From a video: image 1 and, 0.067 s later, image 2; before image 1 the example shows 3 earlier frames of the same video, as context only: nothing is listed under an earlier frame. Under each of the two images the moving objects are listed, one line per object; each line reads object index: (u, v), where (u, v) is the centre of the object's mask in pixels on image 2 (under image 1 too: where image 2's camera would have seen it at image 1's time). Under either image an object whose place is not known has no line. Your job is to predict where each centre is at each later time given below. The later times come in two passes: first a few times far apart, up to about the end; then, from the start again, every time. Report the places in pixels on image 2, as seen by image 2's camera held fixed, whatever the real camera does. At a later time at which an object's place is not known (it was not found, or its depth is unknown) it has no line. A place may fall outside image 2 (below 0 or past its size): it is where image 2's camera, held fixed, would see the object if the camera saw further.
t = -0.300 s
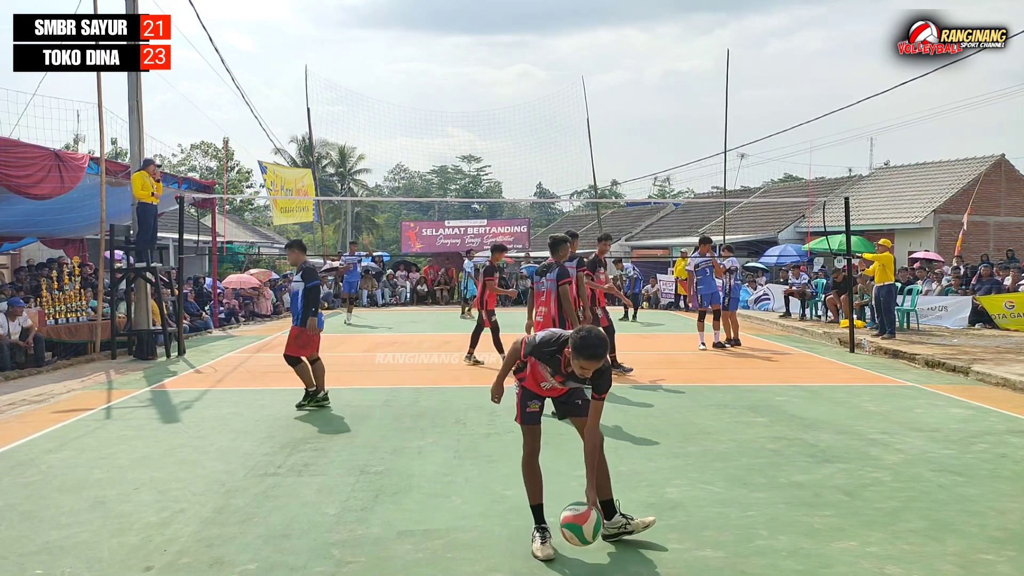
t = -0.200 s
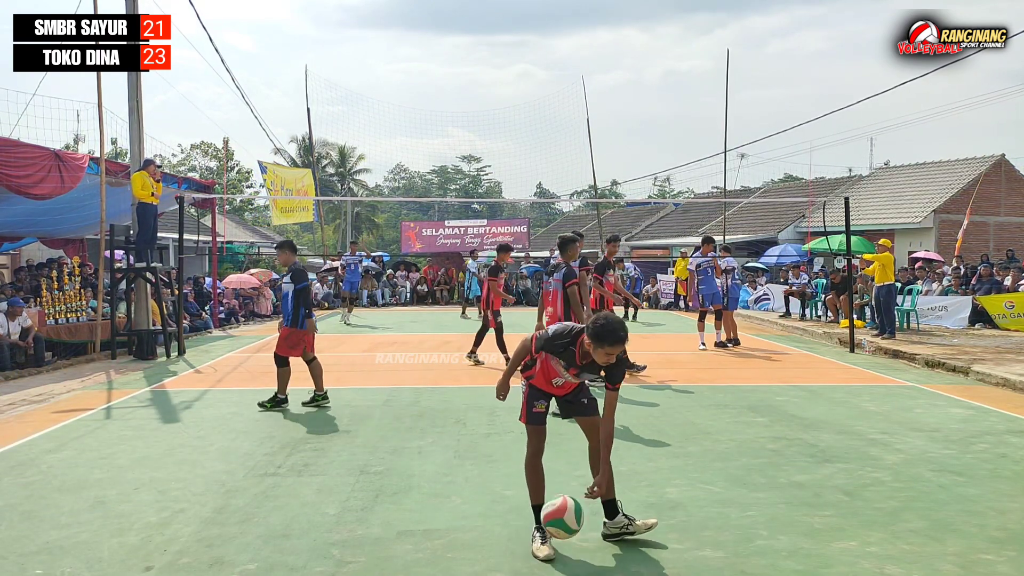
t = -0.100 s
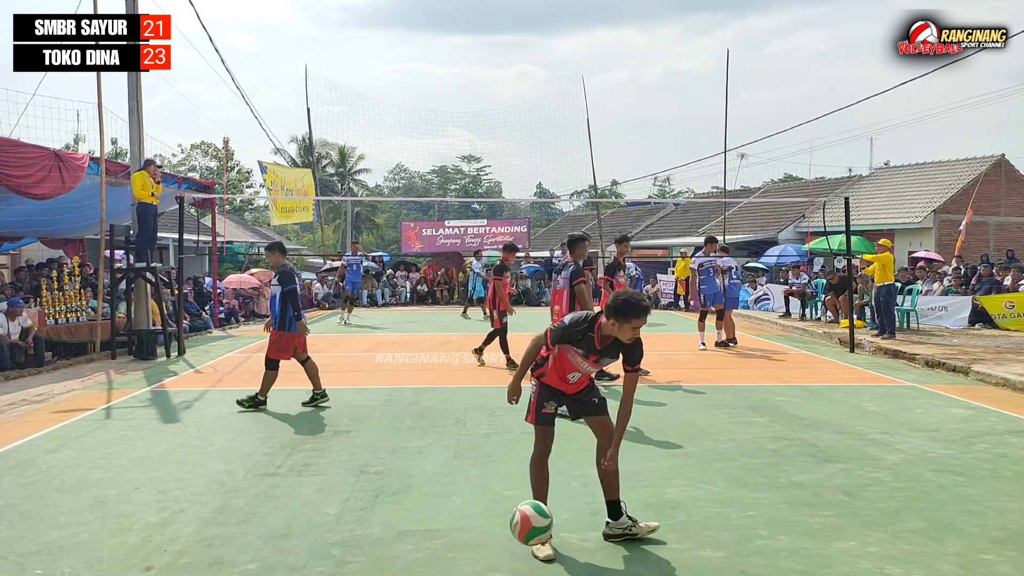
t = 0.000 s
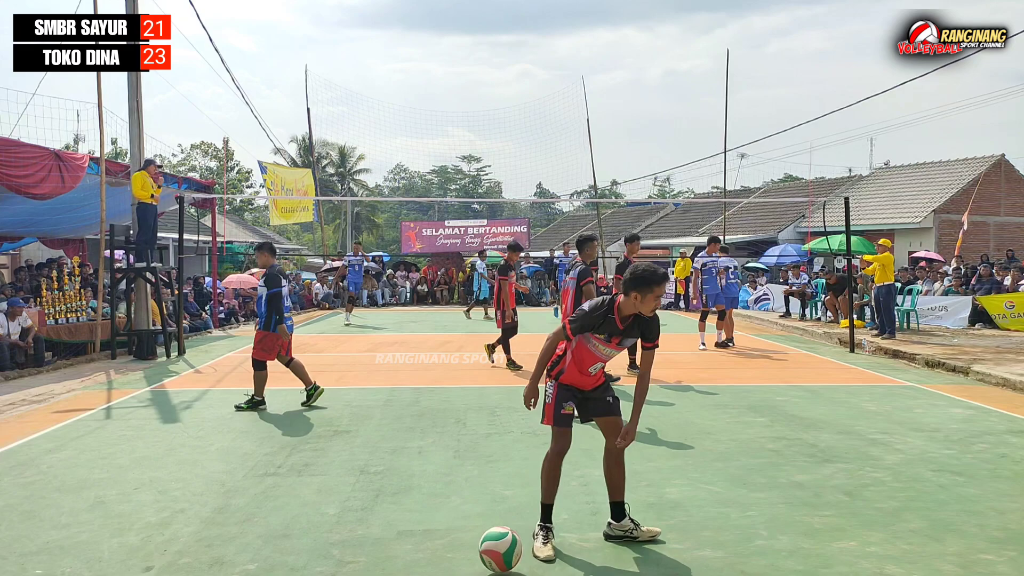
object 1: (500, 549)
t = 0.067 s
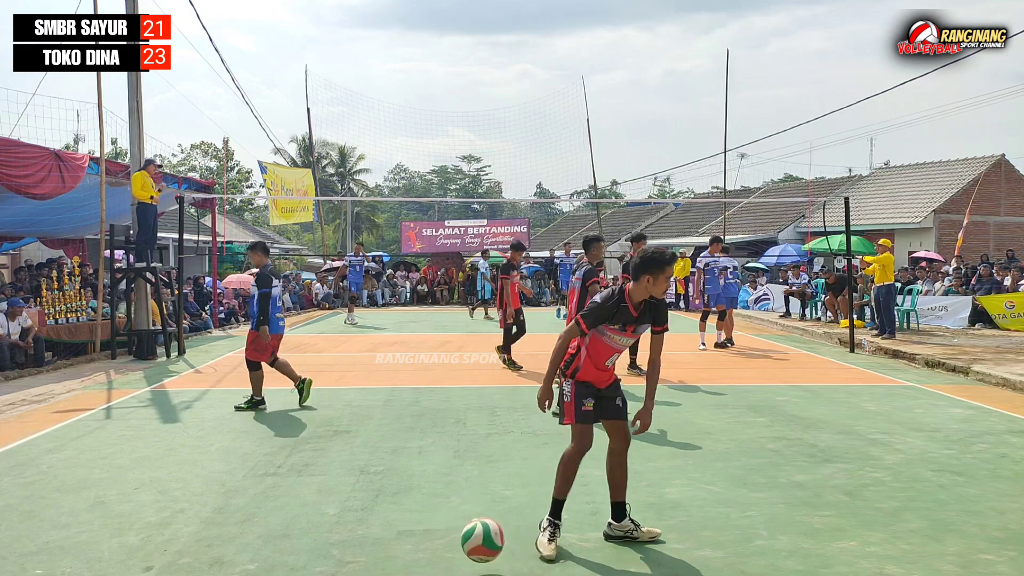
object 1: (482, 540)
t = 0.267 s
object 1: (431, 529)
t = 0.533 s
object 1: (361, 531)
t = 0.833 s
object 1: (283, 537)
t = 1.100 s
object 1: (214, 540)
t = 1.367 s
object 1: (148, 542)
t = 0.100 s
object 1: (474, 533)
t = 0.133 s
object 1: (466, 528)
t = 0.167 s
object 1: (457, 525)
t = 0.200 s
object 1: (448, 524)
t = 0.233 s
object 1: (440, 526)
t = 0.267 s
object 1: (431, 529)
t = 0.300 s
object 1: (422, 535)
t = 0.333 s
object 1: (414, 543)
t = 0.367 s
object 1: (405, 553)
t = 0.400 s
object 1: (396, 550)
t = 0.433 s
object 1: (387, 542)
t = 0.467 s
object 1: (379, 536)
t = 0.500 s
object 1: (370, 533)
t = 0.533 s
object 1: (361, 531)
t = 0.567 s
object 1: (352, 533)
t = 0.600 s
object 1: (344, 536)
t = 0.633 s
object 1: (335, 541)
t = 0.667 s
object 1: (326, 549)
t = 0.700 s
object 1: (318, 555)
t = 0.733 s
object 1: (309, 547)
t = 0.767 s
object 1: (300, 541)
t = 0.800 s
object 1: (292, 538)
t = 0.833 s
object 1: (283, 537)
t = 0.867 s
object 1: (274, 538)
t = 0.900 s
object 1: (265, 541)
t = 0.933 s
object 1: (257, 546)
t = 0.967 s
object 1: (248, 553)
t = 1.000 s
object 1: (239, 553)
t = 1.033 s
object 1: (231, 547)
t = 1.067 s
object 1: (222, 542)
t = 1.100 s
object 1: (214, 540)
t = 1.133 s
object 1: (205, 540)
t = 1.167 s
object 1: (197, 542)
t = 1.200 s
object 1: (189, 547)
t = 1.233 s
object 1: (180, 553)
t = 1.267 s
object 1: (172, 553)
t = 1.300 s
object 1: (164, 547)
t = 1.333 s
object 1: (156, 543)
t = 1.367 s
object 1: (148, 542)
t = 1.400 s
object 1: (140, 542)
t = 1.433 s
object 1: (132, 544)
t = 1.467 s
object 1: (124, 549)
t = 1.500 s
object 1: (116, 554)
